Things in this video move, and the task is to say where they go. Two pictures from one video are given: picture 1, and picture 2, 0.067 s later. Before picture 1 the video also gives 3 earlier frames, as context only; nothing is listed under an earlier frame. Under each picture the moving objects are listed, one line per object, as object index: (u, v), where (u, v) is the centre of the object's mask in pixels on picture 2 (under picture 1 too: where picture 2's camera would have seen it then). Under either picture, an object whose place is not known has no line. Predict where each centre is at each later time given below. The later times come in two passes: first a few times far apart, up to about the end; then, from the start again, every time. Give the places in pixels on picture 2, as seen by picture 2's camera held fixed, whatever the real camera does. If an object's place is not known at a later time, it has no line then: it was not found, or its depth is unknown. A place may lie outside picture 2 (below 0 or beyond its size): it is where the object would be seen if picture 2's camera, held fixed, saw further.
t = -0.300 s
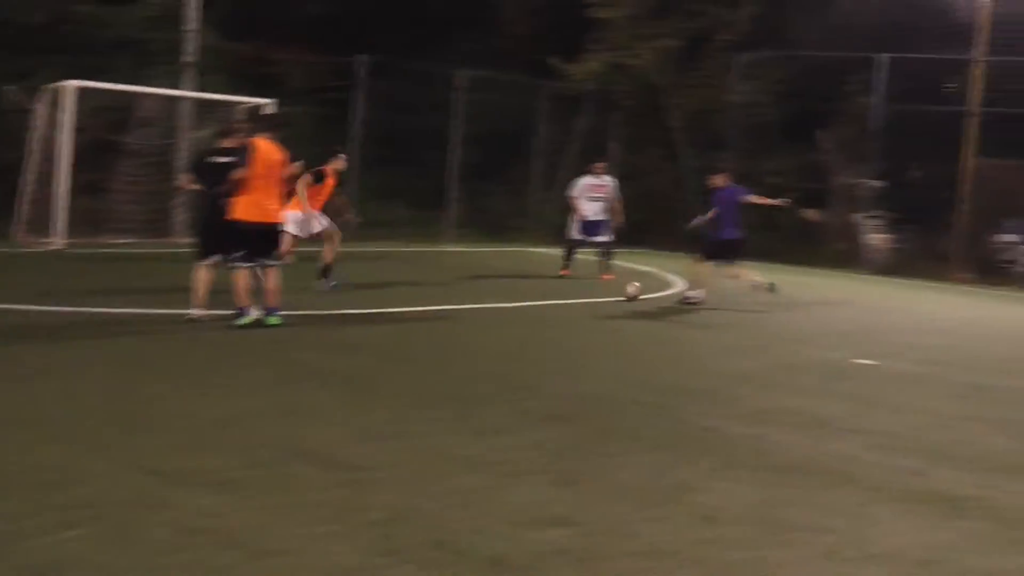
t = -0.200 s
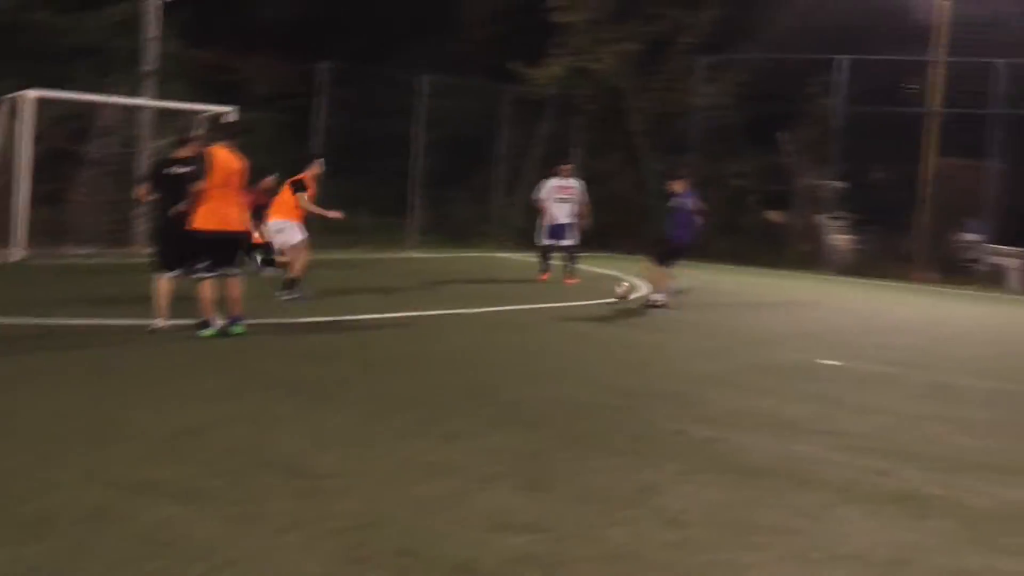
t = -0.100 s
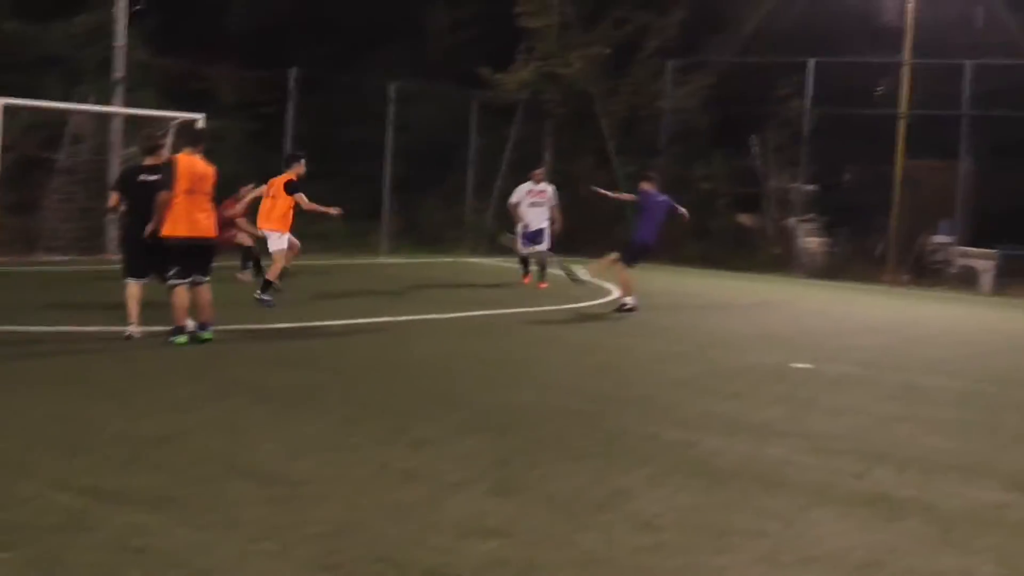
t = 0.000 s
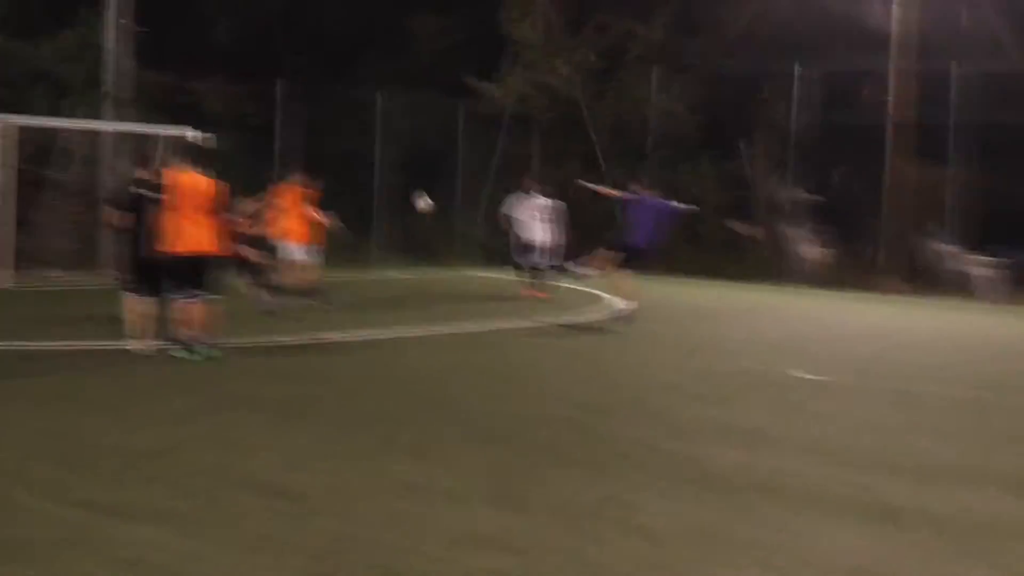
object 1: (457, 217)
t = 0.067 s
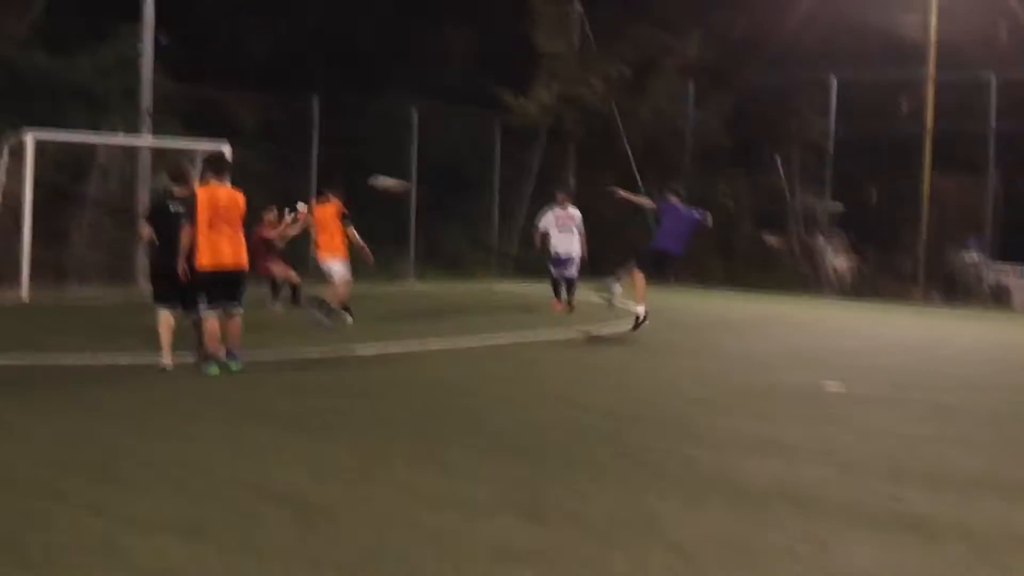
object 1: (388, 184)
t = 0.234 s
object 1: (243, 119)
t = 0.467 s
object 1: (122, 70)
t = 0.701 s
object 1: (119, 61)
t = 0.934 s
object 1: (124, 88)
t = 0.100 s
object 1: (353, 168)
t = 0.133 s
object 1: (328, 154)
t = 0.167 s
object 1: (295, 141)
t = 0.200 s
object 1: (265, 128)
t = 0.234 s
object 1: (243, 119)
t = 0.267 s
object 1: (214, 108)
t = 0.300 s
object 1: (185, 98)
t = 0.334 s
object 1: (165, 91)
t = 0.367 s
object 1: (136, 83)
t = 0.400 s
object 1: (126, 76)
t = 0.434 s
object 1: (123, 72)
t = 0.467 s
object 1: (122, 70)
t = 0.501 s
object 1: (120, 68)
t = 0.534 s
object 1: (120, 66)
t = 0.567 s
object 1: (119, 64)
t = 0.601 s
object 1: (118, 62)
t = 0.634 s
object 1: (119, 61)
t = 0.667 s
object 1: (119, 61)
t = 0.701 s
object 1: (119, 61)
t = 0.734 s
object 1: (120, 63)
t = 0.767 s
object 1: (121, 65)
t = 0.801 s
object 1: (122, 68)
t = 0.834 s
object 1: (123, 72)
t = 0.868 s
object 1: (123, 76)
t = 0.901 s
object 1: (124, 82)
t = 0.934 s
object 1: (124, 88)
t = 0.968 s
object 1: (125, 94)
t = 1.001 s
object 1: (126, 103)
